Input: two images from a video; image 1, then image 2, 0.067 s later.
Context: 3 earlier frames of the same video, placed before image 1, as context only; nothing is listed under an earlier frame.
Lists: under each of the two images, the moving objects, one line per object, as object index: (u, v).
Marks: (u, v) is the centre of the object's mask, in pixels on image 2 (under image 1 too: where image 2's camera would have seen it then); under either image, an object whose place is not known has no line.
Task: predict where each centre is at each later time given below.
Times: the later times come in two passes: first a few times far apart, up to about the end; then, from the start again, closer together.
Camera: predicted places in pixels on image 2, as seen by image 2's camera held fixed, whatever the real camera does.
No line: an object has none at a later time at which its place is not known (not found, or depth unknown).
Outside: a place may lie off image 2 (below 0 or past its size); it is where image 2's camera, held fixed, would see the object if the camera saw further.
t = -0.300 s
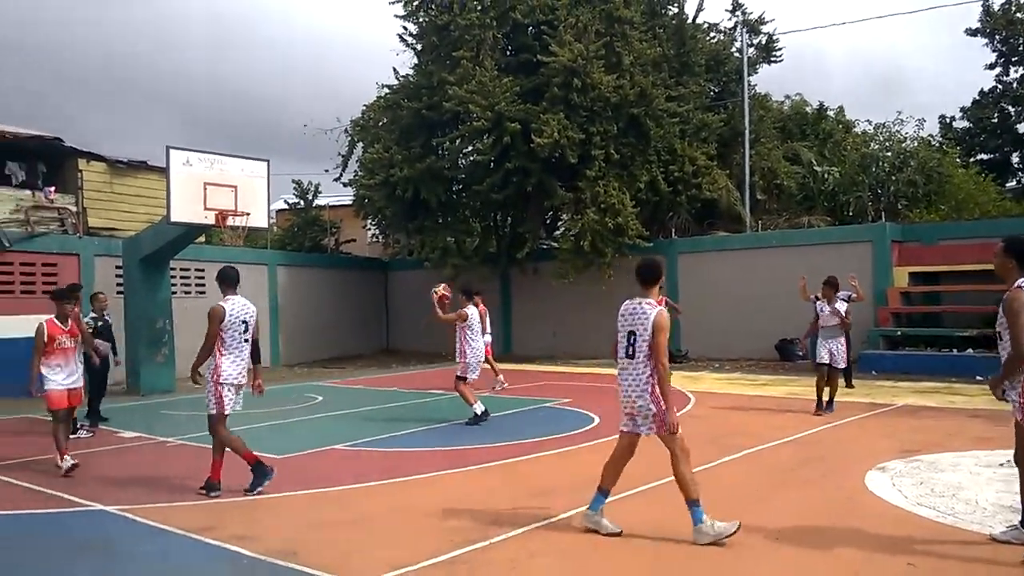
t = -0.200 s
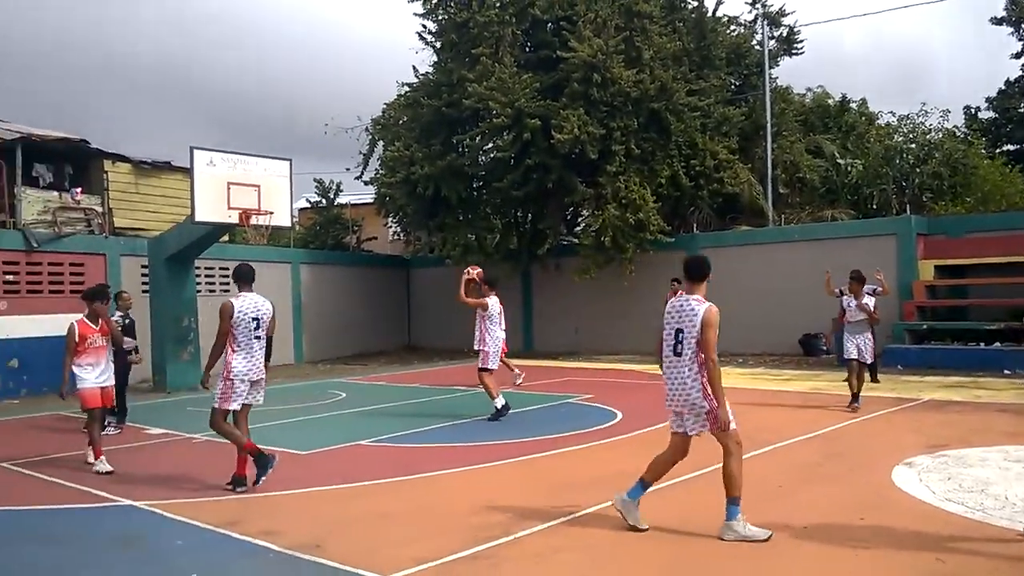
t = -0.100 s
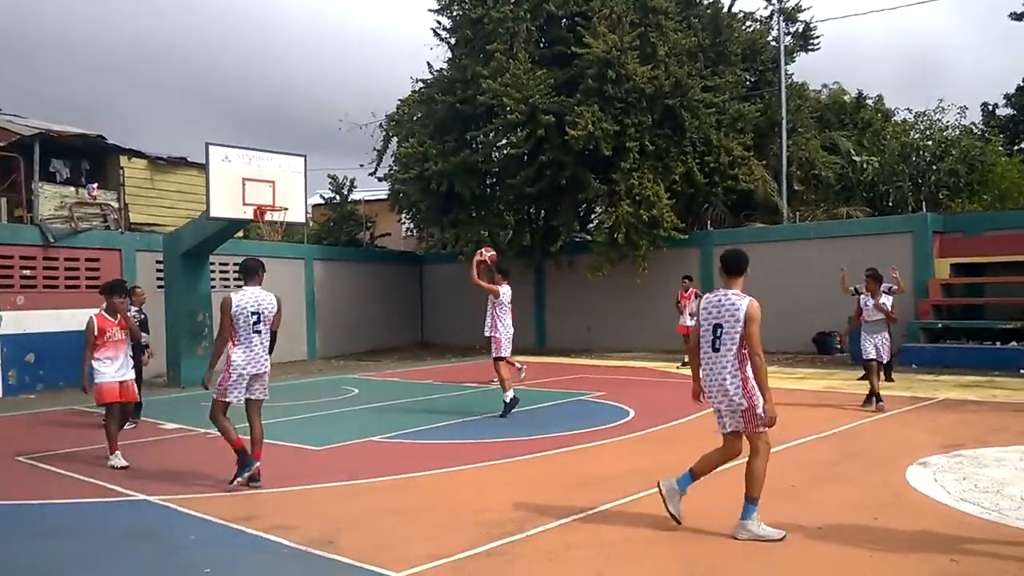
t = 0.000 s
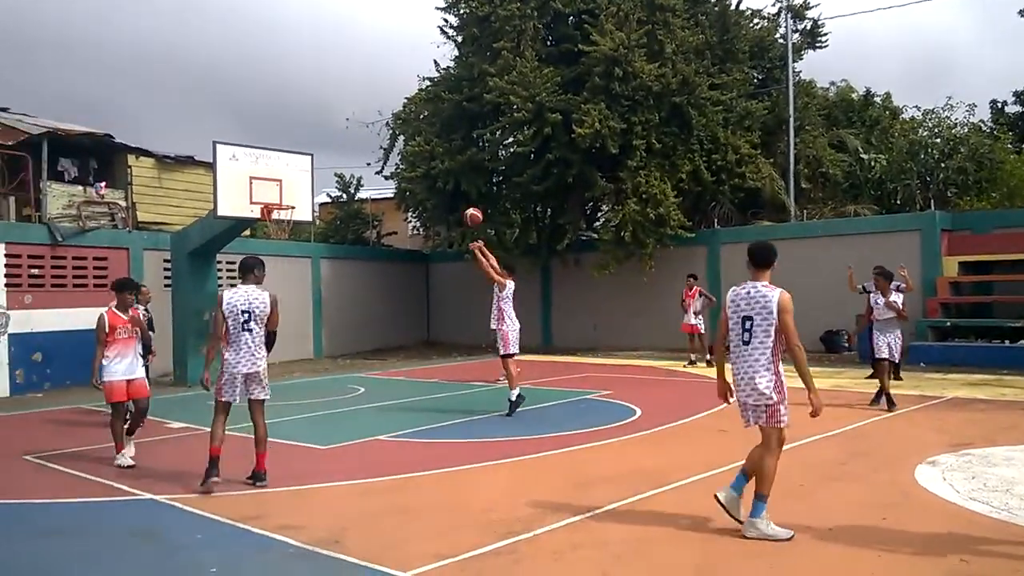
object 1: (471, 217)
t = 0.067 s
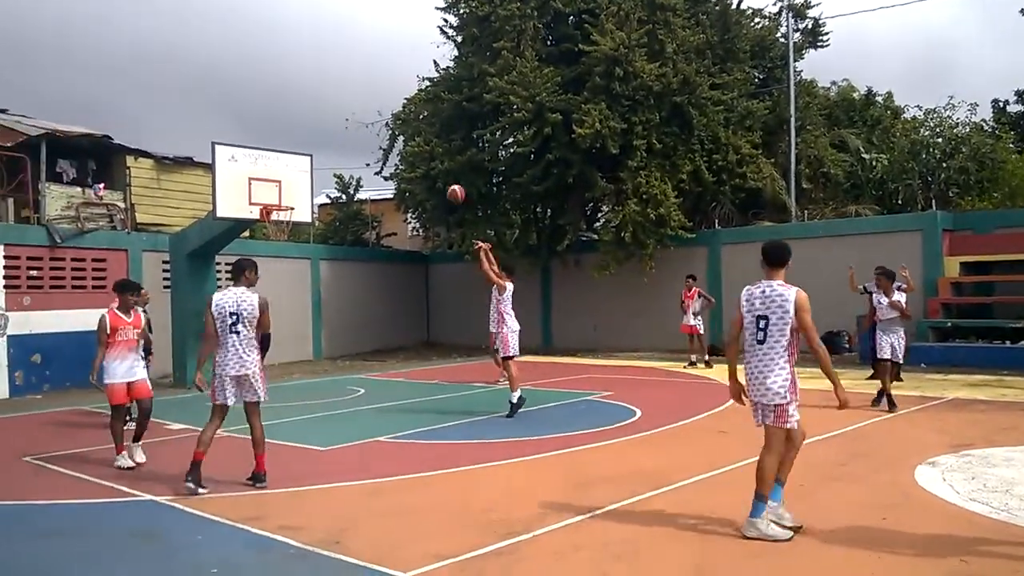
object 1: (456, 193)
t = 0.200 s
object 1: (423, 157)
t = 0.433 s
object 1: (374, 129)
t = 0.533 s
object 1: (354, 131)
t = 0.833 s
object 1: (302, 169)
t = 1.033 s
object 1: (276, 211)
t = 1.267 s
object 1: (281, 241)
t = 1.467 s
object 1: (290, 285)
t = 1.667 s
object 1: (297, 352)
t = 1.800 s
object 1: (303, 373)
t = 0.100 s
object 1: (447, 182)
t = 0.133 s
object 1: (439, 174)
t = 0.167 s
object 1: (431, 164)
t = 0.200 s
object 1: (423, 157)
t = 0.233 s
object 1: (416, 151)
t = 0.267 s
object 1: (408, 144)
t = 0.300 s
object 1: (400, 140)
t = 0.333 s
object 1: (394, 136)
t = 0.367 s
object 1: (386, 133)
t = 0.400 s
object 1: (380, 131)
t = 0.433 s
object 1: (374, 129)
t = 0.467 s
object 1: (367, 129)
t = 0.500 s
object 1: (361, 129)
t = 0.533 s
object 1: (354, 131)
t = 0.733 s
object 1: (318, 150)
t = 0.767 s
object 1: (312, 156)
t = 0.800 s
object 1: (307, 161)
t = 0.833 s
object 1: (302, 169)
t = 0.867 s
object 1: (296, 176)
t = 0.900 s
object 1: (291, 184)
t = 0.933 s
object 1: (287, 193)
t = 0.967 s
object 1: (282, 200)
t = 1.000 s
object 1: (278, 207)
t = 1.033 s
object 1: (276, 211)
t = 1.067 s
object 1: (273, 213)
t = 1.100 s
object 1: (274, 216)
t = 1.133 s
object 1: (275, 221)
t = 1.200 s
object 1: (269, 214)
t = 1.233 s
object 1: (280, 236)
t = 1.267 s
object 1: (281, 241)
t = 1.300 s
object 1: (282, 246)
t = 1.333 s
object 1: (283, 253)
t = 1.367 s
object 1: (286, 260)
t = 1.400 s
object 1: (287, 267)
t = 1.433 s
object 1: (289, 276)
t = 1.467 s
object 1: (290, 285)
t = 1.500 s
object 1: (291, 295)
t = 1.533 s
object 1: (292, 305)
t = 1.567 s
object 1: (293, 316)
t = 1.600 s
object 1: (295, 327)
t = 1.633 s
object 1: (296, 339)
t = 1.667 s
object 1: (297, 352)
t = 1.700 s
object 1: (299, 366)
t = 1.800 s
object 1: (303, 373)
